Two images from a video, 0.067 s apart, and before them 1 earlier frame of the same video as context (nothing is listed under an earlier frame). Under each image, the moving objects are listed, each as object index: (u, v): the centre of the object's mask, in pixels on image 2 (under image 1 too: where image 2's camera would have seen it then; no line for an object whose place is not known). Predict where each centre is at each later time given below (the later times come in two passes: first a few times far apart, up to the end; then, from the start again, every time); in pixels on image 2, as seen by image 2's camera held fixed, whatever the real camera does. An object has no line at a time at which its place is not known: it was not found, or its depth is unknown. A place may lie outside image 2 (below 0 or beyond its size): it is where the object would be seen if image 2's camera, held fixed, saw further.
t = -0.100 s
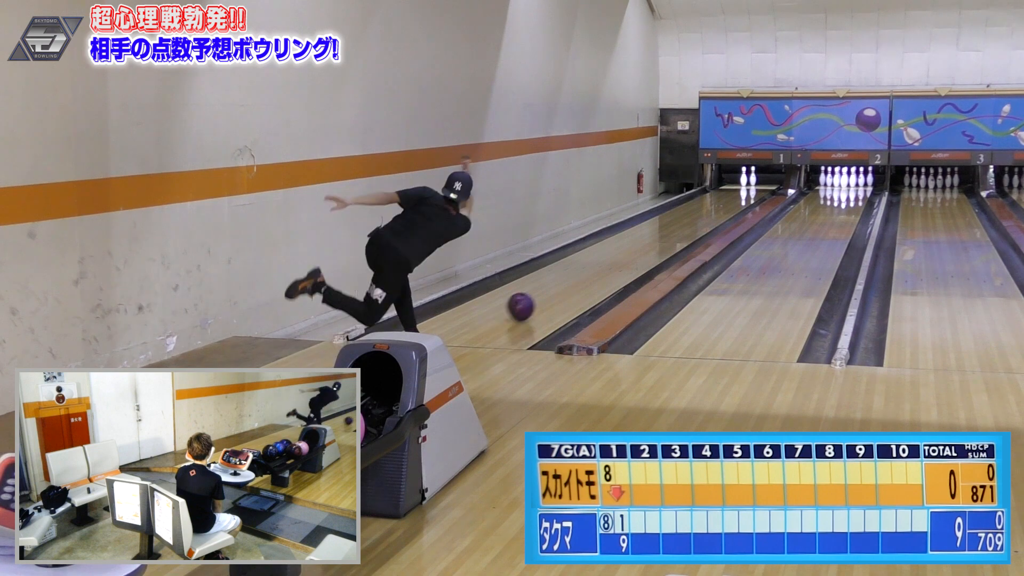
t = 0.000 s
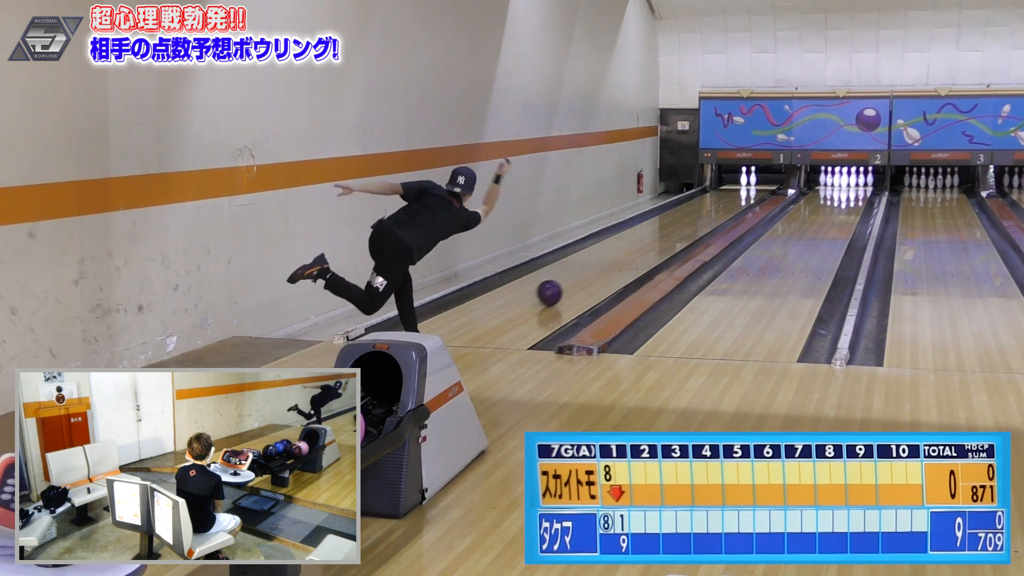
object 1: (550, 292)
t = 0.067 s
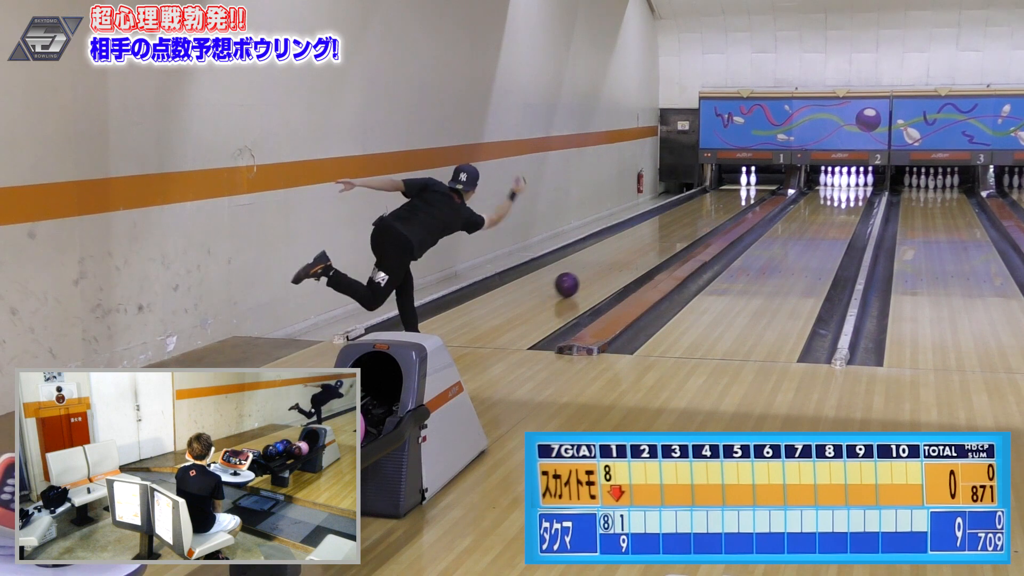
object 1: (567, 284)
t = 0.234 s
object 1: (603, 267)
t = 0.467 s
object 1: (643, 247)
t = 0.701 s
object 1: (673, 232)
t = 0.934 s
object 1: (696, 220)
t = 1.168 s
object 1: (712, 210)
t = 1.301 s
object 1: (720, 204)
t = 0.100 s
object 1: (575, 280)
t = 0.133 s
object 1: (582, 277)
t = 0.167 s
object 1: (590, 273)
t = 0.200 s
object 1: (596, 270)
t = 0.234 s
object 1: (603, 267)
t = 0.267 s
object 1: (610, 264)
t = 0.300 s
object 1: (616, 261)
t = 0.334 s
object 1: (622, 258)
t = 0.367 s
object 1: (628, 255)
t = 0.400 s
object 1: (633, 252)
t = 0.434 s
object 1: (638, 250)
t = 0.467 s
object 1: (643, 247)
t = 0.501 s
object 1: (648, 245)
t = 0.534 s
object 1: (653, 242)
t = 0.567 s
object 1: (657, 240)
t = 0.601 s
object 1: (662, 238)
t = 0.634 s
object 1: (666, 236)
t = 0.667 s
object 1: (670, 234)
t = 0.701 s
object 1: (673, 232)
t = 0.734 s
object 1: (677, 230)
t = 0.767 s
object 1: (680, 228)
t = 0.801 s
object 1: (684, 226)
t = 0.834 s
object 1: (687, 225)
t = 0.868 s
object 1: (690, 223)
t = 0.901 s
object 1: (693, 222)
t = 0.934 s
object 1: (696, 220)
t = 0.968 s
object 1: (698, 218)
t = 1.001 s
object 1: (701, 217)
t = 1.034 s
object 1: (703, 215)
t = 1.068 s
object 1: (706, 214)
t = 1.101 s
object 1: (708, 212)
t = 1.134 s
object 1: (710, 211)
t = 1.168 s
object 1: (712, 210)
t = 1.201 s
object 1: (714, 208)
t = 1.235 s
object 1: (717, 207)
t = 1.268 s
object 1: (718, 206)
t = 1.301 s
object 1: (720, 204)
